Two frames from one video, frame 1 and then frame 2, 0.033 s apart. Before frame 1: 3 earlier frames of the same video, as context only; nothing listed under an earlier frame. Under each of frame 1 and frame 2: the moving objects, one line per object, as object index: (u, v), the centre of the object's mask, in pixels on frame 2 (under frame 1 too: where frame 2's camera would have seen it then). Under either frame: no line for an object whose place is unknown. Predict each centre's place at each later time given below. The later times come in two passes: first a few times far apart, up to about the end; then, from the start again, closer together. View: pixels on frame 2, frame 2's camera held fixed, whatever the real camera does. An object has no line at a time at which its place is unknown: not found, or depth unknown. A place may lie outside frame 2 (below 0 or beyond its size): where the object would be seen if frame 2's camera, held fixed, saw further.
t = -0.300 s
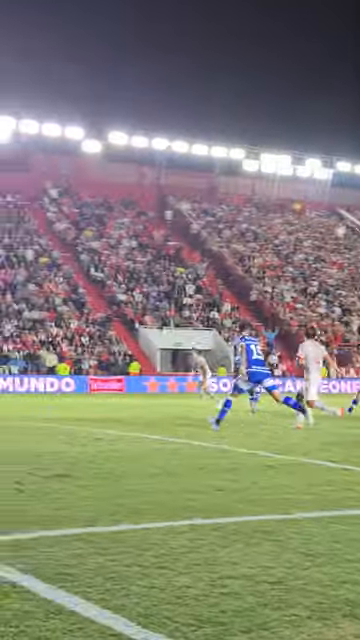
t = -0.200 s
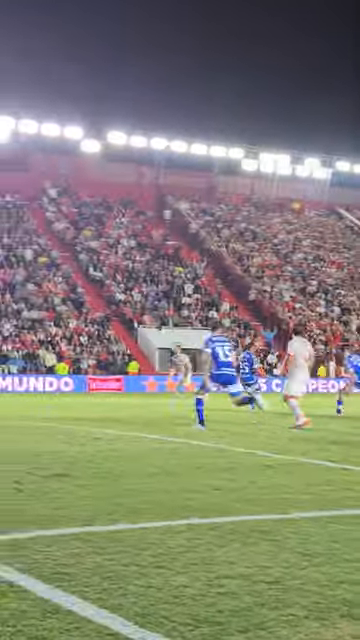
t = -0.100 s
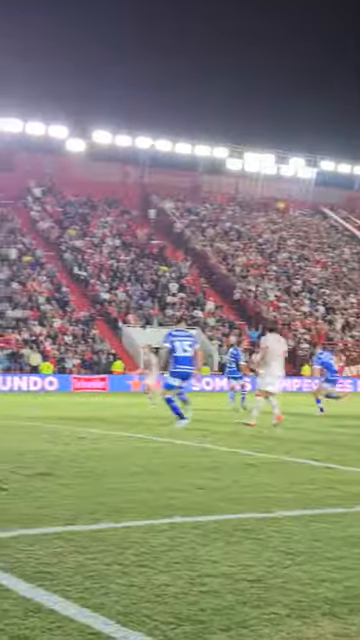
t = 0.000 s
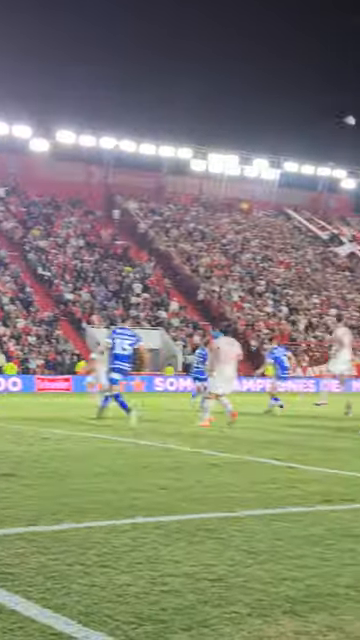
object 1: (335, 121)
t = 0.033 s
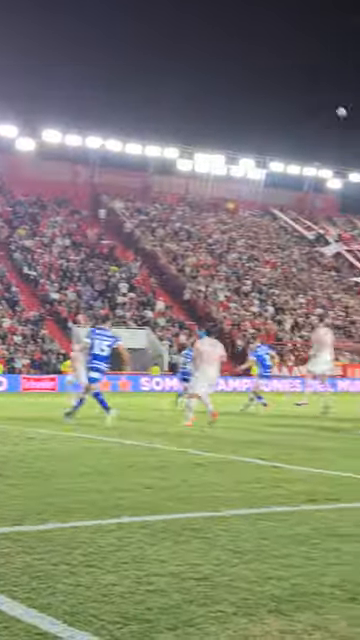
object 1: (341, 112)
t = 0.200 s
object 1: (360, 75)
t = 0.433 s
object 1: (381, 42)
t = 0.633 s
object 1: (394, 27)
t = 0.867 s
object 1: (403, 22)
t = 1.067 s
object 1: (407, 27)
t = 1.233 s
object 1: (410, 36)
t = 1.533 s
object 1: (415, 64)
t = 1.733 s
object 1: (418, 89)
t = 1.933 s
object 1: (421, 119)
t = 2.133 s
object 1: (423, 154)
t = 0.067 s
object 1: (346, 105)
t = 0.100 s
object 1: (350, 96)
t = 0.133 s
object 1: (353, 88)
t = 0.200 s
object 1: (360, 75)
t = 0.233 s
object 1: (364, 69)
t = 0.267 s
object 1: (367, 64)
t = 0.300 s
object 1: (370, 59)
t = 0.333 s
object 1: (373, 54)
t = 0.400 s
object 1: (378, 46)
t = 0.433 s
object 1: (381, 42)
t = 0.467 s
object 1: (385, 38)
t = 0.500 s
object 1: (387, 35)
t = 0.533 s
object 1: (389, 33)
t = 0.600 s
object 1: (392, 29)
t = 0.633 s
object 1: (394, 27)
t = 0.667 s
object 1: (396, 25)
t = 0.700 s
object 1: (397, 24)
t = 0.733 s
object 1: (398, 23)
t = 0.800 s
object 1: (401, 22)
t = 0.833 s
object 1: (402, 21)
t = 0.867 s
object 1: (403, 22)
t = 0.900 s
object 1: (404, 22)
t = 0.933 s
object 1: (405, 22)
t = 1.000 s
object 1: (407, 24)
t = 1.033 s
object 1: (407, 26)
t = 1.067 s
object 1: (407, 27)
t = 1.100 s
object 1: (408, 28)
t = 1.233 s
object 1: (410, 36)
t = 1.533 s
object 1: (415, 64)
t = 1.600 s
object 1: (416, 72)
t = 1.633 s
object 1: (417, 76)
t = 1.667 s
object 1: (417, 80)
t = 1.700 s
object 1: (418, 84)
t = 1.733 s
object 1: (418, 89)
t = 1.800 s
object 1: (418, 100)
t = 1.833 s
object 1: (419, 104)
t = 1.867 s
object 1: (420, 109)
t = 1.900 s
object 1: (420, 114)
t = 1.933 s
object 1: (421, 119)
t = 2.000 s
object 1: (421, 130)
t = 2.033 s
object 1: (421, 136)
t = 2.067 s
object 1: (422, 141)
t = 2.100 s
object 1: (423, 147)
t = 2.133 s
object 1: (423, 154)
